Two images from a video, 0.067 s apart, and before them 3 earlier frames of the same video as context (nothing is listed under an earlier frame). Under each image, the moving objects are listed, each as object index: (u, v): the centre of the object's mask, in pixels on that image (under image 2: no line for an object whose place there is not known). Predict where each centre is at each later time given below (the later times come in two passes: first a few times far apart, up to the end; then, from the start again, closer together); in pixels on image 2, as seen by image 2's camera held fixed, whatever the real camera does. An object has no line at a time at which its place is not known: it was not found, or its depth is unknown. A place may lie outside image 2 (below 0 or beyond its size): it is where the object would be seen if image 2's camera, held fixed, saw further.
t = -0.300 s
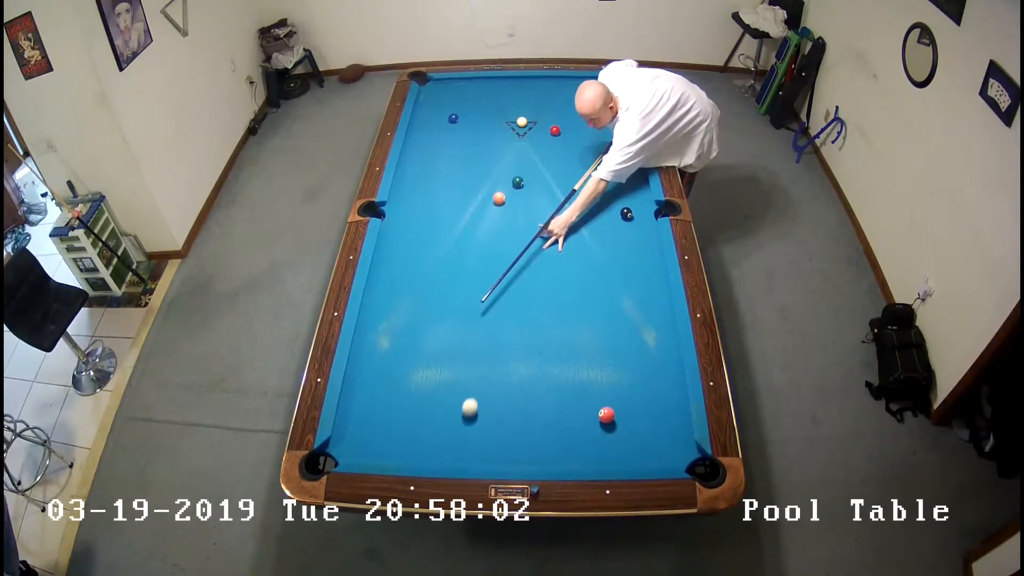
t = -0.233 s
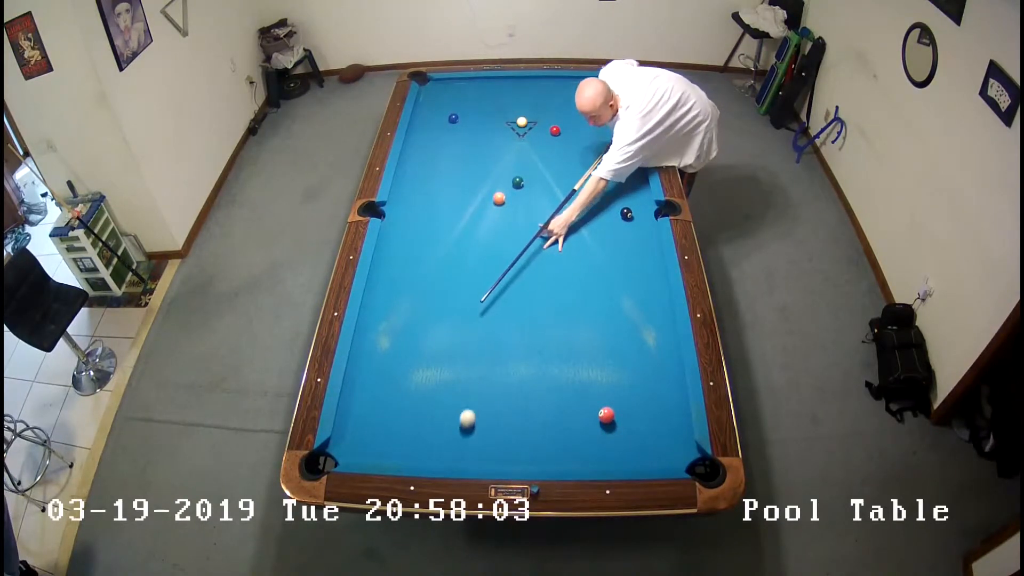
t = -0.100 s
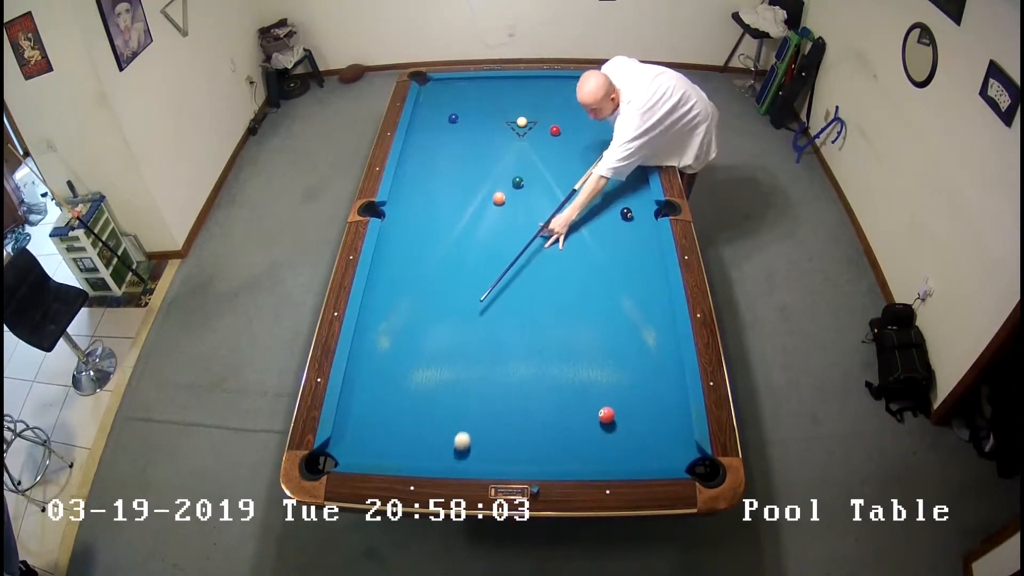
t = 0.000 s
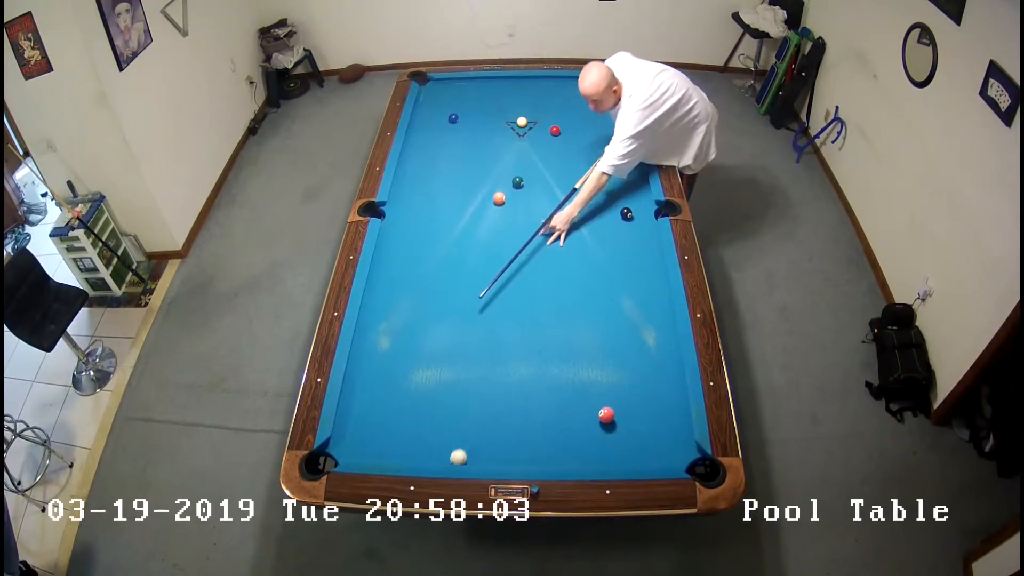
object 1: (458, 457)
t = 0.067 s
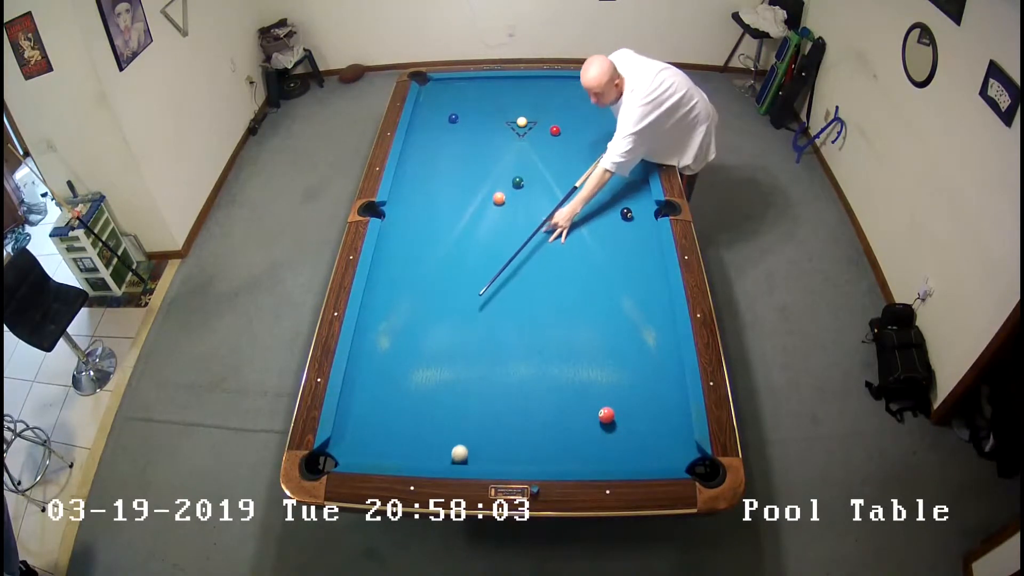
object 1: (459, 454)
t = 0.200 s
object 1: (463, 442)
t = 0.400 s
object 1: (467, 425)
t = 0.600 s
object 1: (470, 409)
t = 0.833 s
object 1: (474, 392)
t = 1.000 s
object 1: (477, 381)
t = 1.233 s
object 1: (479, 366)
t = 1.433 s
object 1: (481, 355)
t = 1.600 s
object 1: (483, 346)
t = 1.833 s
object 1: (485, 335)
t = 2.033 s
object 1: (487, 326)
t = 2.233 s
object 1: (488, 318)
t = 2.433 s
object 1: (489, 311)
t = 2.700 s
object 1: (491, 303)
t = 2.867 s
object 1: (491, 298)
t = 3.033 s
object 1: (492, 294)
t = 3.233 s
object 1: (492, 290)
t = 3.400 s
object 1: (493, 286)
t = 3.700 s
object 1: (493, 282)
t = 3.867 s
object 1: (493, 280)
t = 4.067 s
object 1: (494, 278)
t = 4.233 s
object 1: (494, 277)
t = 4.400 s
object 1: (494, 276)
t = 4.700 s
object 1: (494, 275)
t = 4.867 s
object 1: (494, 275)
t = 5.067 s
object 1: (494, 275)
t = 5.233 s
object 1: (494, 275)
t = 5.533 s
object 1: (494, 275)
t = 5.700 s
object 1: (494, 276)
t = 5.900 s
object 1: (494, 276)
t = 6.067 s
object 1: (494, 276)
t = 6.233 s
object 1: (494, 276)
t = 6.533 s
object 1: (494, 276)
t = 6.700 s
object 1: (494, 276)
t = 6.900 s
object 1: (494, 276)
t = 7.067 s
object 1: (494, 276)
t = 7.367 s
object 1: (494, 276)
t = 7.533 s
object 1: (494, 276)
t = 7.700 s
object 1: (494, 276)
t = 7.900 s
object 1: (494, 276)
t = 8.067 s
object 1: (494, 276)
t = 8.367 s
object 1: (494, 275)
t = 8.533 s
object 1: (494, 275)
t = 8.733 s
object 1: (494, 275)
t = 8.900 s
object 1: (494, 275)
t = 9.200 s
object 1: (494, 275)
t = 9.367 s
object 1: (494, 275)
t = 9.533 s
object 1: (494, 275)
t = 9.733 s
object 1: (494, 275)
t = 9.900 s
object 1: (494, 276)
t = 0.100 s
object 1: (460, 450)
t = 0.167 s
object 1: (462, 445)
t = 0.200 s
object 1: (463, 442)
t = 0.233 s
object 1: (463, 439)
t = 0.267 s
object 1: (464, 436)
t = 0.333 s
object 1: (465, 430)
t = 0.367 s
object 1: (466, 428)
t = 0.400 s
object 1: (467, 425)
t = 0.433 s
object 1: (467, 422)
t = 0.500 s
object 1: (469, 417)
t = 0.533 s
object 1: (469, 414)
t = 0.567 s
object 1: (470, 412)
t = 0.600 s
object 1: (470, 409)
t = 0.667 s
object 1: (472, 404)
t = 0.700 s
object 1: (472, 402)
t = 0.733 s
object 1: (473, 399)
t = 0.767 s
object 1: (473, 397)
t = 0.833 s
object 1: (474, 392)
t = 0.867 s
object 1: (475, 390)
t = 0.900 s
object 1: (476, 387)
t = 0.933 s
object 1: (476, 385)
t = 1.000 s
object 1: (477, 381)
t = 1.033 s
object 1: (477, 378)
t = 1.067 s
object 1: (478, 376)
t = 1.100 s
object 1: (478, 374)
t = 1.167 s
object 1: (479, 370)
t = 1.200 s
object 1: (479, 368)
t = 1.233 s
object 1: (479, 366)
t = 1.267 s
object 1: (480, 364)
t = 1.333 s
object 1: (480, 360)
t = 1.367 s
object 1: (481, 358)
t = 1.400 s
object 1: (481, 356)
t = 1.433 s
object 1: (481, 355)
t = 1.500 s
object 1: (482, 351)
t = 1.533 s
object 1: (482, 349)
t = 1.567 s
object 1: (483, 348)
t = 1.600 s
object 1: (483, 346)
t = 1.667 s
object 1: (484, 342)
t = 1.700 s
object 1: (484, 341)
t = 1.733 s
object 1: (484, 339)
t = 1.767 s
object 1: (485, 338)
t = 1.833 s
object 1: (485, 335)
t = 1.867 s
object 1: (485, 333)
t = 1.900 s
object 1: (486, 332)
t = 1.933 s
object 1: (486, 330)
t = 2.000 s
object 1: (486, 327)
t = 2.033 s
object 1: (487, 326)
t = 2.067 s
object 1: (487, 325)
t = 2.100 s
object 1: (487, 323)
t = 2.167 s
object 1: (488, 321)
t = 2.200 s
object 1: (488, 320)
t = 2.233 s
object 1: (488, 318)
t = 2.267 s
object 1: (488, 317)
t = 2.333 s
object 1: (489, 314)
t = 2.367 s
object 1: (489, 313)
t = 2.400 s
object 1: (489, 312)
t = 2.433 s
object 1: (489, 311)
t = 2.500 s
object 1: (490, 309)
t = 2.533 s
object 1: (490, 308)
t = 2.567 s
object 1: (490, 307)
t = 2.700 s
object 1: (491, 303)
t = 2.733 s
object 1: (491, 302)
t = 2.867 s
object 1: (491, 298)
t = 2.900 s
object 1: (491, 297)
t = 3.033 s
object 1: (492, 294)
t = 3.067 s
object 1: (492, 293)
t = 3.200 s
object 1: (492, 290)
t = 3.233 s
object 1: (492, 290)
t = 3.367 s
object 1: (493, 287)
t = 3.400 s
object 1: (493, 286)
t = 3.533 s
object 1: (493, 284)
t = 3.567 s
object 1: (493, 284)
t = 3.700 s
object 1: (493, 282)
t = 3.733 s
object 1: (493, 281)
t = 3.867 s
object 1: (493, 280)
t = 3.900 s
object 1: (493, 279)
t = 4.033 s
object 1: (494, 278)
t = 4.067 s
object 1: (494, 278)
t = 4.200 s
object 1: (494, 277)
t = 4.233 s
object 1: (494, 277)
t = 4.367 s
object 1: (494, 276)
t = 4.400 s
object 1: (494, 276)
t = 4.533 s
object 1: (494, 275)
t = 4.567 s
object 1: (494, 275)
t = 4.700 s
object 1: (494, 275)
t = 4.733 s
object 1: (494, 275)
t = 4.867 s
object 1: (494, 275)
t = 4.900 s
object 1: (494, 275)
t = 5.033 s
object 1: (494, 275)
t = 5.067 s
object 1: (494, 275)
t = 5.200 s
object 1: (494, 275)
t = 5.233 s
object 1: (494, 275)
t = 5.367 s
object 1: (494, 275)
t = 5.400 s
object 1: (494, 275)
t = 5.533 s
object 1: (494, 275)
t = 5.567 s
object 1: (494, 275)
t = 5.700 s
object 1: (494, 276)
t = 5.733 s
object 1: (494, 276)
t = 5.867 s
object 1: (494, 276)
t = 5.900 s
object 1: (494, 276)
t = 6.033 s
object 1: (494, 276)
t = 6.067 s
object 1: (494, 276)
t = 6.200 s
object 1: (494, 276)
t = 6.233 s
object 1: (494, 276)
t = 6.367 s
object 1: (494, 276)
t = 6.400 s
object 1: (494, 276)
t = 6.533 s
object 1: (494, 276)
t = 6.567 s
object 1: (494, 276)
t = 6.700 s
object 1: (494, 276)
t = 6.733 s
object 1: (494, 276)
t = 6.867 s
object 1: (494, 276)
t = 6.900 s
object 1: (494, 276)
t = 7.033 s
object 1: (494, 276)
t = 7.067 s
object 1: (494, 276)
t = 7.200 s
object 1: (494, 276)
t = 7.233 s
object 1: (494, 276)
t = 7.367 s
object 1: (494, 276)
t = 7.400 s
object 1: (494, 276)
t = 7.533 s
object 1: (494, 276)
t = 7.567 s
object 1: (494, 276)
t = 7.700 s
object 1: (494, 276)
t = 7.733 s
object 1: (494, 276)
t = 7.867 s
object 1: (494, 276)
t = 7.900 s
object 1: (494, 276)
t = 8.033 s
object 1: (494, 276)
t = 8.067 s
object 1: (494, 276)
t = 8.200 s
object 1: (494, 276)
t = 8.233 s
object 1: (494, 276)
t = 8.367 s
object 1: (494, 275)
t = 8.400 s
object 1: (494, 275)
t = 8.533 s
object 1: (494, 275)
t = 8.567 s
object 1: (494, 275)
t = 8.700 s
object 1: (494, 275)
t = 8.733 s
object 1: (494, 275)
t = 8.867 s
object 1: (494, 275)
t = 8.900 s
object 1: (494, 275)
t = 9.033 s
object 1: (494, 275)
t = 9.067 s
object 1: (494, 275)
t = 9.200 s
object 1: (494, 275)
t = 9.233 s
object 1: (494, 275)
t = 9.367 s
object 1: (494, 275)
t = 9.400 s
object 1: (494, 275)
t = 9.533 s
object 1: (494, 275)
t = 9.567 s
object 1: (494, 275)
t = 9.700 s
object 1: (494, 275)
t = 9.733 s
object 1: (494, 275)
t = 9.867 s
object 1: (494, 276)
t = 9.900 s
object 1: (494, 276)
